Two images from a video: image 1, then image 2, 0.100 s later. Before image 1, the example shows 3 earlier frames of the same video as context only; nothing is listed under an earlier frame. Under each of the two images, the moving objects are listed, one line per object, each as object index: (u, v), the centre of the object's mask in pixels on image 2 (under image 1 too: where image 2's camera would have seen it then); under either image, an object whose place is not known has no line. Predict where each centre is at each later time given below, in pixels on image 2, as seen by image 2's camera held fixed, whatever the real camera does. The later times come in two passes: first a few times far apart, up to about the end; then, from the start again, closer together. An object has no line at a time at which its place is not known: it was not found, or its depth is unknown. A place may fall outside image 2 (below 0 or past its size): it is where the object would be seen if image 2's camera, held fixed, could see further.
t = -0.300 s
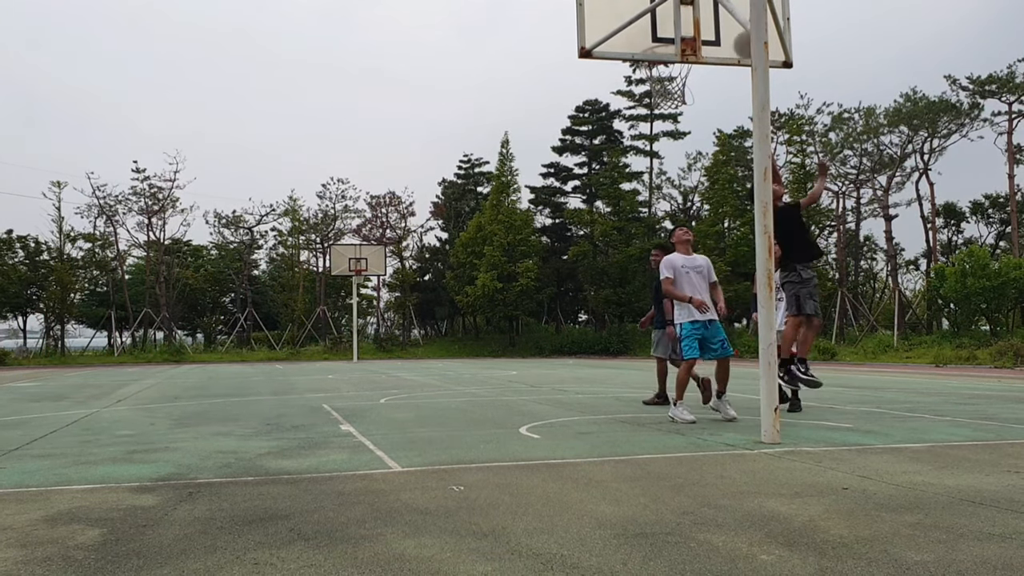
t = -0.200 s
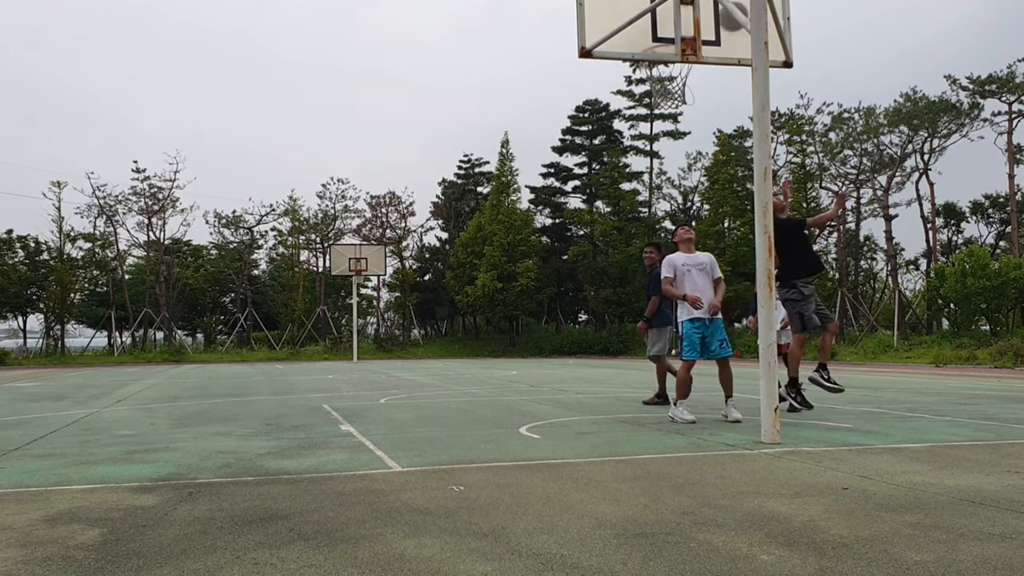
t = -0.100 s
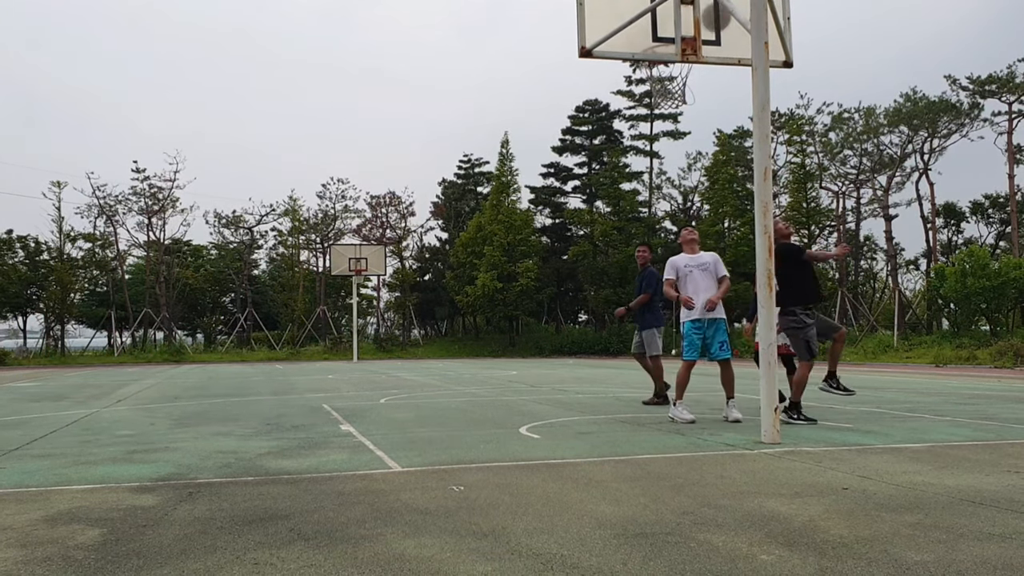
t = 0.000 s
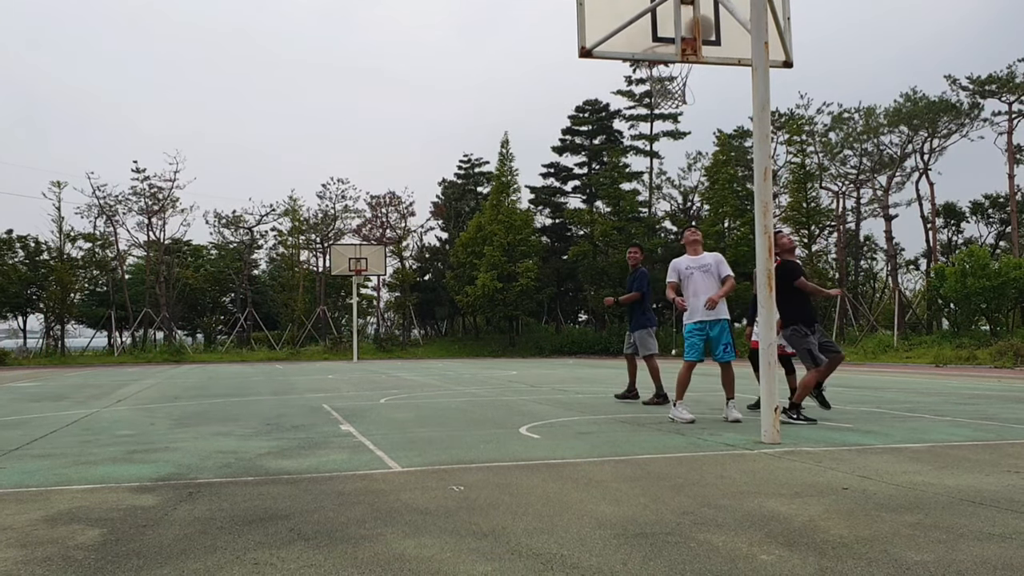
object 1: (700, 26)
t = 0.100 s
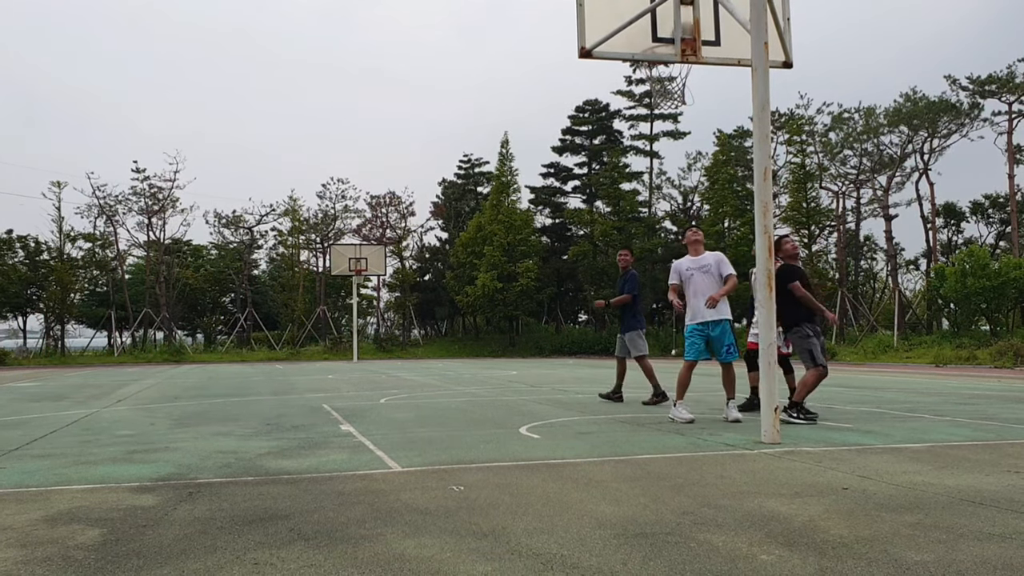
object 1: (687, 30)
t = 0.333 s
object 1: (654, 66)
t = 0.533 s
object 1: (664, 90)
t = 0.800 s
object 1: (677, 96)
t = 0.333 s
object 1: (654, 66)
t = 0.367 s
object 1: (654, 69)
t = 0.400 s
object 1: (656, 72)
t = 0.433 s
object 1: (658, 77)
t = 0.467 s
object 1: (660, 84)
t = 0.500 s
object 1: (663, 88)
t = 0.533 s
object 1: (664, 90)
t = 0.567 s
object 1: (667, 90)
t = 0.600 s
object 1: (670, 91)
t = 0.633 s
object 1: (672, 91)
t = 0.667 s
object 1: (675, 92)
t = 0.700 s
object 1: (677, 94)
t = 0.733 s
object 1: (678, 95)
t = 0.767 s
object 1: (678, 96)
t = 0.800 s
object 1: (677, 96)
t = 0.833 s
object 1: (675, 98)
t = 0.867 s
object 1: (674, 104)
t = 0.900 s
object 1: (672, 104)
